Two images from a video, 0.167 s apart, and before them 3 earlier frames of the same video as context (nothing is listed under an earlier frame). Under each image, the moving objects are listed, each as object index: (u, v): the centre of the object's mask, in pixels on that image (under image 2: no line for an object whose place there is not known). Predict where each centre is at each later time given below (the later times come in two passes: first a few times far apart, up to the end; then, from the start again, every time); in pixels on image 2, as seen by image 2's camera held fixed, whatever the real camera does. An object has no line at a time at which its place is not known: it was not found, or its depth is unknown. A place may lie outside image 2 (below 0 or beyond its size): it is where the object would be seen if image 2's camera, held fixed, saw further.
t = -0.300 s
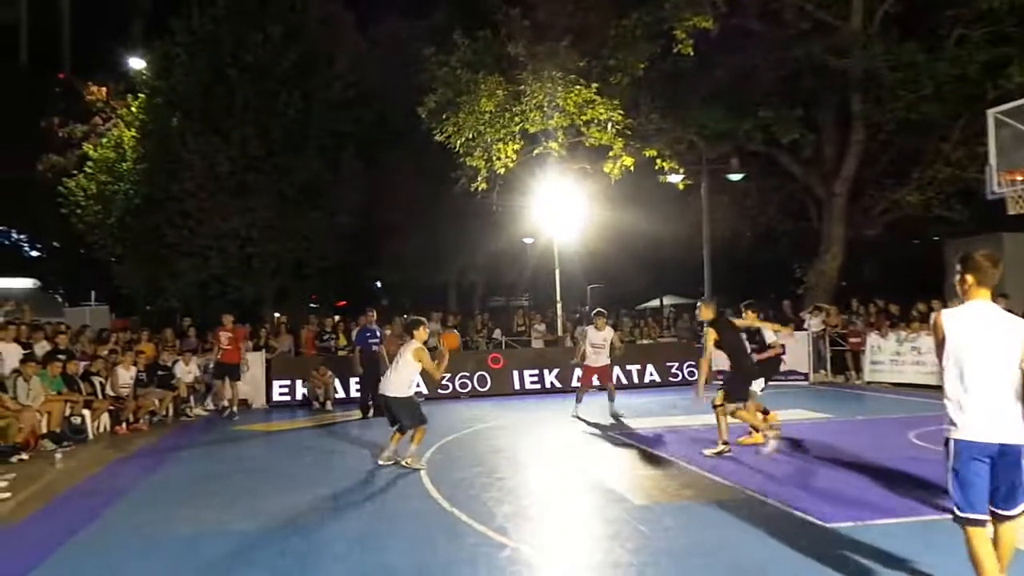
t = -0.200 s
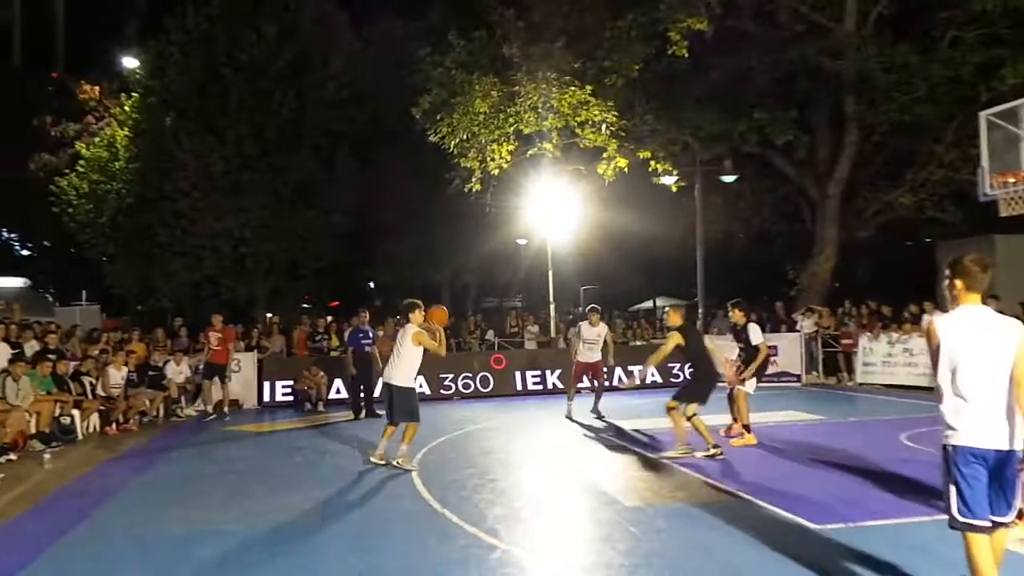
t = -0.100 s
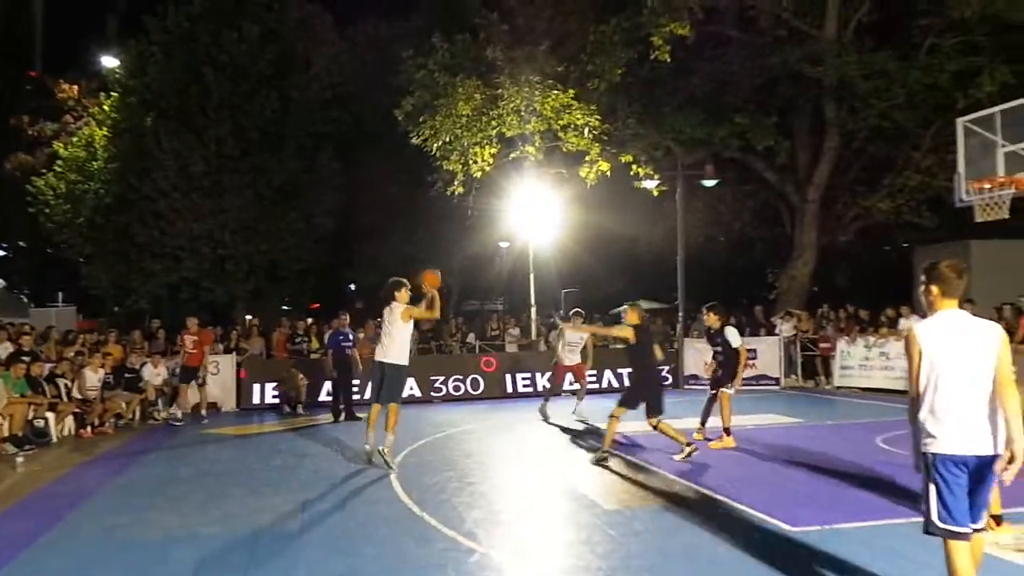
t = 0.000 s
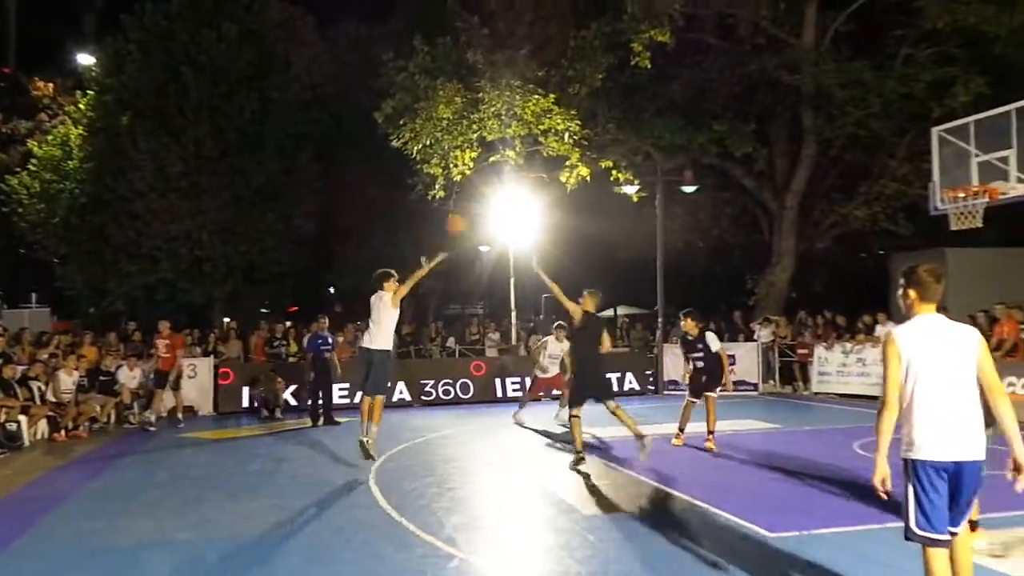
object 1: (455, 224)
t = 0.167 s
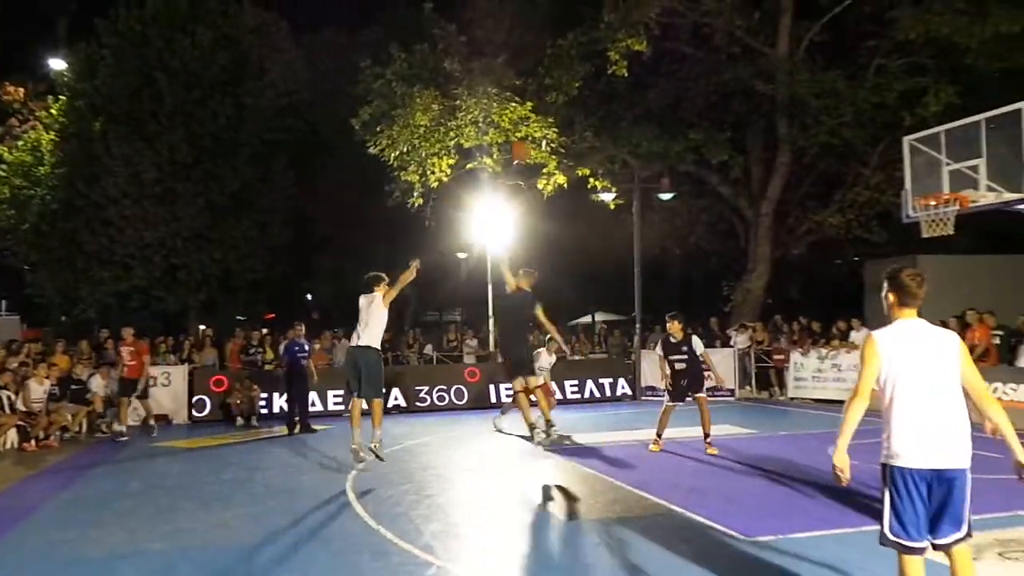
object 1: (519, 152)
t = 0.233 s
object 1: (554, 127)
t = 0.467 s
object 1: (666, 76)
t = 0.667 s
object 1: (757, 72)
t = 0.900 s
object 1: (858, 110)
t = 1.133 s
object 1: (944, 186)
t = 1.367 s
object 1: (914, 211)
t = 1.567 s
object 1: (918, 227)
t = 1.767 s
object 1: (927, 275)
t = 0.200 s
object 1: (537, 139)
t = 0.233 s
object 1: (554, 127)
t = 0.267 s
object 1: (571, 117)
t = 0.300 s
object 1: (587, 108)
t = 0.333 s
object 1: (602, 99)
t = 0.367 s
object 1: (619, 91)
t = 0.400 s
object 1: (635, 86)
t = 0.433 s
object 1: (651, 80)
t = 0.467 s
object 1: (666, 76)
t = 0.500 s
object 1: (682, 73)
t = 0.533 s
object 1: (698, 71)
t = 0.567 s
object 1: (713, 69)
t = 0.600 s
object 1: (728, 69)
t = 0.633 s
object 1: (743, 70)
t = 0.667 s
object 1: (757, 72)
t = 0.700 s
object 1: (772, 75)
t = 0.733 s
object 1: (786, 78)
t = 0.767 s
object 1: (802, 83)
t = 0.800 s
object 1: (815, 89)
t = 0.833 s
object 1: (830, 95)
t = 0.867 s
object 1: (845, 102)
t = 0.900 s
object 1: (858, 110)
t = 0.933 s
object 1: (874, 118)
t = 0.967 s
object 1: (887, 128)
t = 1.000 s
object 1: (901, 139)
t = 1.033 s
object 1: (917, 149)
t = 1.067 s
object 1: (930, 163)
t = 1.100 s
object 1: (944, 176)
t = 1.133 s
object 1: (944, 186)
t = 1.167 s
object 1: (935, 193)
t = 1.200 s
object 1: (923, 205)
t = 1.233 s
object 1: (918, 210)
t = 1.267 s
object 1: (916, 211)
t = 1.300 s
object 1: (916, 212)
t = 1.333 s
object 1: (915, 211)
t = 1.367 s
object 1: (914, 211)
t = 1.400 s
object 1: (912, 211)
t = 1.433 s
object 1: (913, 213)
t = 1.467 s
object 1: (913, 216)
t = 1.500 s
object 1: (914, 219)
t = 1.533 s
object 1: (916, 224)
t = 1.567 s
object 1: (918, 227)
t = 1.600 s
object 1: (919, 233)
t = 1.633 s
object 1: (921, 239)
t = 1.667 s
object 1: (922, 246)
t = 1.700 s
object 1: (923, 255)
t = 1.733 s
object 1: (925, 264)
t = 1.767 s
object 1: (927, 275)
